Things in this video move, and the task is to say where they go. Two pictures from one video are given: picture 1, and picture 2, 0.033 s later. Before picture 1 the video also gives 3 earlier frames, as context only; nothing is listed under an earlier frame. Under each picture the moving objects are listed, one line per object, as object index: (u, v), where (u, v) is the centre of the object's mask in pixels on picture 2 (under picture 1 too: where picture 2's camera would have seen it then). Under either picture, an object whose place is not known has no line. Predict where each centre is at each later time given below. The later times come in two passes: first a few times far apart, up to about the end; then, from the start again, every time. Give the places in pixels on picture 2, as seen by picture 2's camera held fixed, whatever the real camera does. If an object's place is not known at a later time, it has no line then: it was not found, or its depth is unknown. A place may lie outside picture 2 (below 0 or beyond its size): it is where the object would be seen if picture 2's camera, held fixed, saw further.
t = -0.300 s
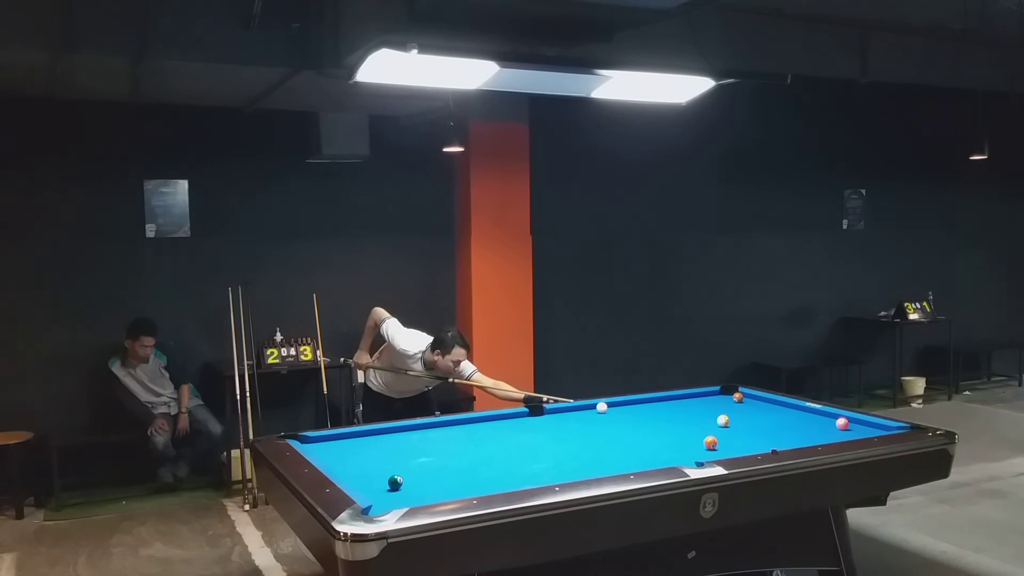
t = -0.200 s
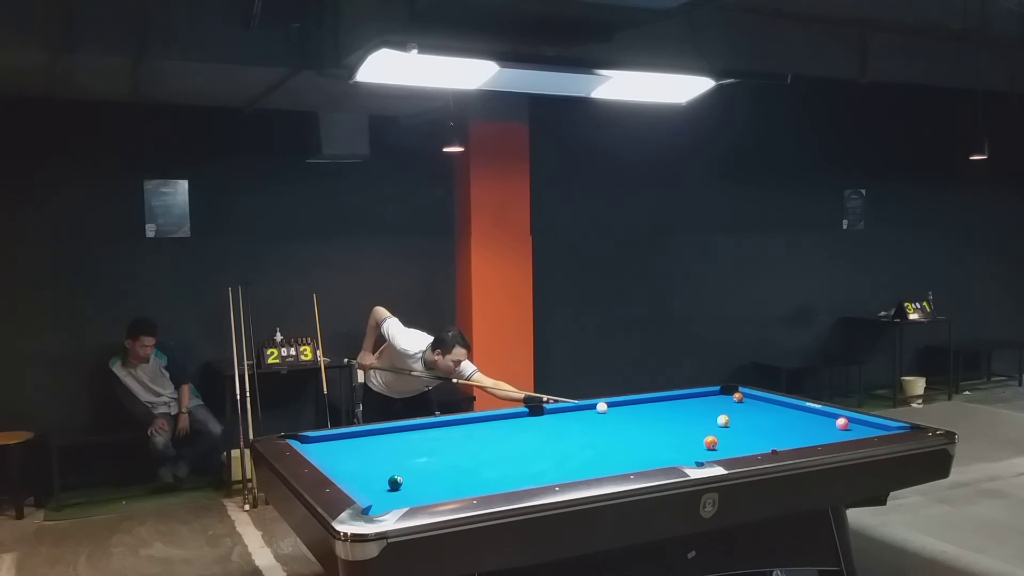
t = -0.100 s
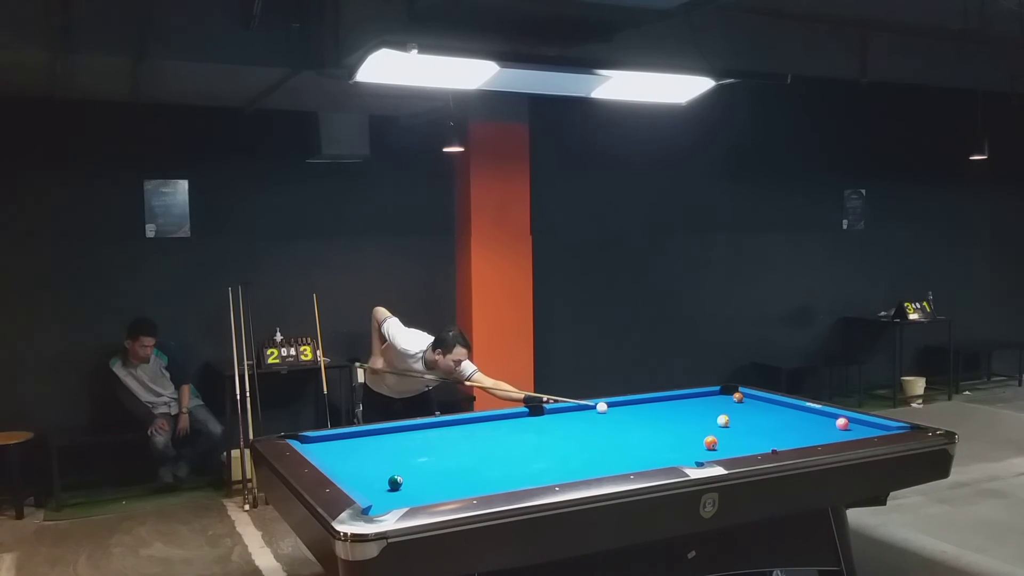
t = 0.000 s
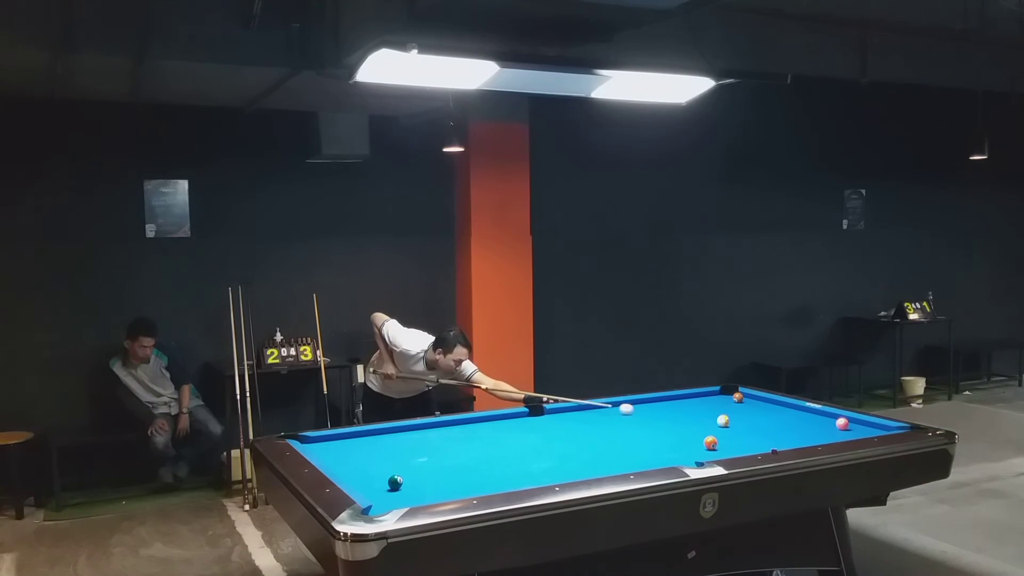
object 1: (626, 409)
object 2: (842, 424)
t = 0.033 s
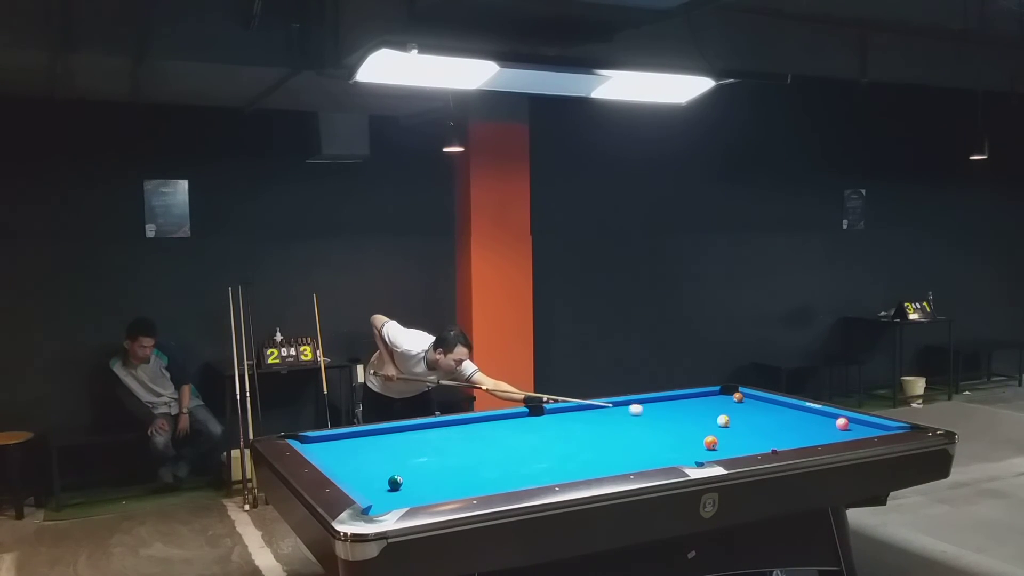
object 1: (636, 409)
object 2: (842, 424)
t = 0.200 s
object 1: (683, 412)
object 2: (842, 424)
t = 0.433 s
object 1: (752, 417)
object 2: (842, 424)
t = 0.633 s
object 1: (814, 421)
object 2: (842, 424)
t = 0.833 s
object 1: (841, 421)
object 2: (878, 427)
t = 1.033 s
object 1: (852, 421)
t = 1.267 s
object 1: (842, 423)
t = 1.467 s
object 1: (833, 425)
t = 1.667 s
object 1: (825, 426)
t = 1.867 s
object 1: (817, 427)
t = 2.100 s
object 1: (808, 429)
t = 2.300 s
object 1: (801, 431)
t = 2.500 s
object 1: (794, 432)
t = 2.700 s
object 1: (787, 433)
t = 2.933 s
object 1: (781, 434)
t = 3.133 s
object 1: (775, 435)
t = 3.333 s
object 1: (770, 436)
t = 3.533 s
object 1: (766, 437)
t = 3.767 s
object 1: (762, 438)
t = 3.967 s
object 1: (759, 439)
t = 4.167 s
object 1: (756, 439)
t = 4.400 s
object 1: (753, 440)
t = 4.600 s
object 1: (752, 440)
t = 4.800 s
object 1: (751, 440)
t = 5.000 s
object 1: (750, 440)
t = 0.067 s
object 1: (645, 410)
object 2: (842, 424)
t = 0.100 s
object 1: (654, 410)
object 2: (842, 424)
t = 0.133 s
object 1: (664, 411)
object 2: (842, 424)
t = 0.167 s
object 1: (674, 412)
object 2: (842, 424)
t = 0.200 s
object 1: (683, 412)
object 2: (842, 424)
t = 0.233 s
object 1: (693, 413)
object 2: (842, 424)
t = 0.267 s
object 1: (703, 414)
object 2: (842, 424)
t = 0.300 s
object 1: (712, 414)
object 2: (842, 424)
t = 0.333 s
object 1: (722, 413)
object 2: (842, 424)
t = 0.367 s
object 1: (733, 416)
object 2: (842, 424)
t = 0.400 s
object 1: (742, 417)
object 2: (842, 424)
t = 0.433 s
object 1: (752, 417)
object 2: (842, 424)
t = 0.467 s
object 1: (763, 418)
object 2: (842, 424)
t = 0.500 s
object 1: (772, 418)
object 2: (842, 424)
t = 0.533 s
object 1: (783, 419)
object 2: (842, 424)
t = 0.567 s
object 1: (793, 420)
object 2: (842, 424)
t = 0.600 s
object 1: (803, 420)
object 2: (842, 424)
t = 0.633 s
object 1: (814, 421)
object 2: (842, 424)
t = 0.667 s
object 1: (824, 422)
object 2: (842, 424)
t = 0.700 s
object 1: (831, 422)
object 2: (846, 424)
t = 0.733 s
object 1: (833, 422)
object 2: (854, 425)
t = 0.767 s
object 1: (835, 421)
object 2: (863, 426)
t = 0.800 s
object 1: (838, 421)
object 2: (871, 427)
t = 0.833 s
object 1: (841, 421)
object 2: (878, 427)
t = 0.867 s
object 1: (844, 421)
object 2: (884, 427)
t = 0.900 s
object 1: (848, 421)
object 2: (891, 428)
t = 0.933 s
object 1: (851, 420)
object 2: (897, 428)
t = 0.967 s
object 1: (854, 420)
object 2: (904, 428)
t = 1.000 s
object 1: (853, 421)
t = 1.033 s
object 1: (852, 421)
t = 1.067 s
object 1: (850, 421)
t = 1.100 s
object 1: (849, 421)
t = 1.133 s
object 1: (847, 422)
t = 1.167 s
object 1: (846, 422)
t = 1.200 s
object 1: (844, 422)
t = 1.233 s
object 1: (843, 422)
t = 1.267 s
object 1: (842, 423)
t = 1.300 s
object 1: (840, 423)
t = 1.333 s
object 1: (839, 423)
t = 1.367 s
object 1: (837, 424)
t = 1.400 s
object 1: (836, 424)
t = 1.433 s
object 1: (834, 424)
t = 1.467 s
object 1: (833, 425)
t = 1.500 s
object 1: (832, 425)
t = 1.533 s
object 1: (830, 425)
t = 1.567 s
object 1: (829, 425)
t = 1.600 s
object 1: (828, 425)
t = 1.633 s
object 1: (826, 426)
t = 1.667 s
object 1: (825, 426)
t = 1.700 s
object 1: (824, 426)
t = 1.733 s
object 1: (822, 426)
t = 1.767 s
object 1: (821, 427)
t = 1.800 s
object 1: (820, 427)
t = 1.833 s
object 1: (818, 427)
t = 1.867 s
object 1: (817, 427)
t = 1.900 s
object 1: (816, 428)
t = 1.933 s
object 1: (814, 428)
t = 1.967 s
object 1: (813, 428)
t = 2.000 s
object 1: (812, 429)
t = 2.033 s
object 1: (810, 429)
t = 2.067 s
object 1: (809, 429)
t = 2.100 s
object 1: (808, 429)
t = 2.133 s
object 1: (807, 429)
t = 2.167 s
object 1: (806, 430)
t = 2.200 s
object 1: (804, 430)
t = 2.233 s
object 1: (803, 430)
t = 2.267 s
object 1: (802, 430)
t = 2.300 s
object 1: (801, 431)
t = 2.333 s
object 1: (800, 431)
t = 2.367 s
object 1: (799, 431)
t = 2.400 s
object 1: (798, 431)
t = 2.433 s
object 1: (796, 431)
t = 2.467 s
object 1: (795, 432)
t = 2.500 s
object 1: (794, 432)
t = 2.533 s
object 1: (793, 432)
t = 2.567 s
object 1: (792, 432)
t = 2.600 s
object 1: (791, 433)
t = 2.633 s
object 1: (790, 433)
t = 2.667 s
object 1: (789, 433)
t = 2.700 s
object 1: (787, 433)
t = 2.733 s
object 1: (786, 433)
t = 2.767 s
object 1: (786, 433)
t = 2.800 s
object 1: (785, 434)
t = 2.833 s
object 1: (783, 434)
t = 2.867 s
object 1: (782, 434)
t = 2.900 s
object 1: (782, 434)
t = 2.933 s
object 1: (781, 434)
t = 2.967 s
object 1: (780, 435)
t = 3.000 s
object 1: (779, 435)
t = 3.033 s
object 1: (778, 435)
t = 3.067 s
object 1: (777, 435)
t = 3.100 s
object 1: (776, 435)
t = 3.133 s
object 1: (775, 435)
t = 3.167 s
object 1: (774, 436)
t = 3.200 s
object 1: (773, 436)
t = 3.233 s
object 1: (773, 436)
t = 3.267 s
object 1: (772, 436)
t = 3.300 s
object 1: (771, 436)
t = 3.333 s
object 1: (770, 436)
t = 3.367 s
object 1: (770, 436)
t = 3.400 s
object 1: (769, 437)
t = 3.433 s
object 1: (768, 437)
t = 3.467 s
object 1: (767, 437)
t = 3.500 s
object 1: (767, 437)
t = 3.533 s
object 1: (766, 437)
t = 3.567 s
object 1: (766, 437)
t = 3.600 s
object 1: (765, 437)
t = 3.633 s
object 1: (764, 438)
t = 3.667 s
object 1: (764, 438)
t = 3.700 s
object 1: (763, 438)
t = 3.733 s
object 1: (763, 438)
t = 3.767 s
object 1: (762, 438)
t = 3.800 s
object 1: (761, 438)
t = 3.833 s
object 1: (761, 438)
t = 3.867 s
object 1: (760, 438)
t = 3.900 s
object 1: (760, 438)
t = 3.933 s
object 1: (759, 438)
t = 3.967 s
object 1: (759, 439)
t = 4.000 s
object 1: (758, 439)
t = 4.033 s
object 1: (758, 439)
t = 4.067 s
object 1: (757, 439)
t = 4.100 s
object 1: (757, 439)
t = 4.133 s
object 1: (756, 439)
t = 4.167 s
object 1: (756, 439)
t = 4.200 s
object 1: (755, 439)
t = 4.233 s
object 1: (755, 439)
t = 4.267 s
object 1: (755, 439)
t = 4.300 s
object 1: (754, 439)
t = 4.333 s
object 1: (754, 439)
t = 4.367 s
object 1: (754, 440)
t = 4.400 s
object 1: (753, 440)
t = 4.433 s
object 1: (753, 440)
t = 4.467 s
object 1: (753, 440)
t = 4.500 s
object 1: (752, 440)
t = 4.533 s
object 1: (752, 440)
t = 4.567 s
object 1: (752, 440)
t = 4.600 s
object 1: (752, 440)
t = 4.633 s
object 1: (752, 440)
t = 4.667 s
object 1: (752, 440)
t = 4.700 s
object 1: (751, 440)
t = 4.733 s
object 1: (751, 440)
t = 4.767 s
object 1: (751, 440)
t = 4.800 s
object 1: (751, 440)
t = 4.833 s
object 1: (751, 440)
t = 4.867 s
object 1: (750, 440)
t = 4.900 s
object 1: (750, 440)
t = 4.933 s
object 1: (750, 440)
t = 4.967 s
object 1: (750, 440)
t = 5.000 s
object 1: (750, 440)
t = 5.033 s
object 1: (750, 440)
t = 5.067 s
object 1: (750, 440)
